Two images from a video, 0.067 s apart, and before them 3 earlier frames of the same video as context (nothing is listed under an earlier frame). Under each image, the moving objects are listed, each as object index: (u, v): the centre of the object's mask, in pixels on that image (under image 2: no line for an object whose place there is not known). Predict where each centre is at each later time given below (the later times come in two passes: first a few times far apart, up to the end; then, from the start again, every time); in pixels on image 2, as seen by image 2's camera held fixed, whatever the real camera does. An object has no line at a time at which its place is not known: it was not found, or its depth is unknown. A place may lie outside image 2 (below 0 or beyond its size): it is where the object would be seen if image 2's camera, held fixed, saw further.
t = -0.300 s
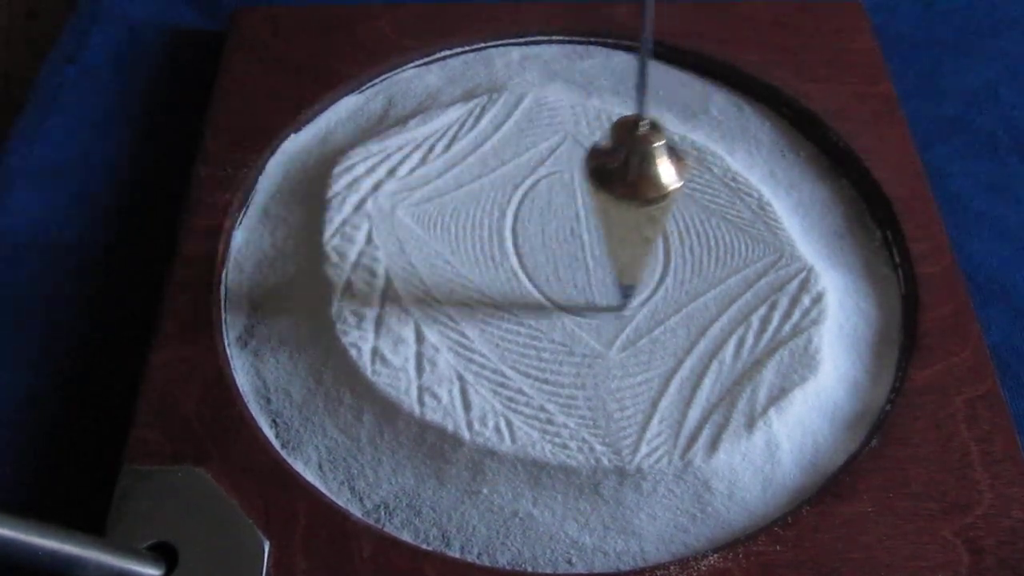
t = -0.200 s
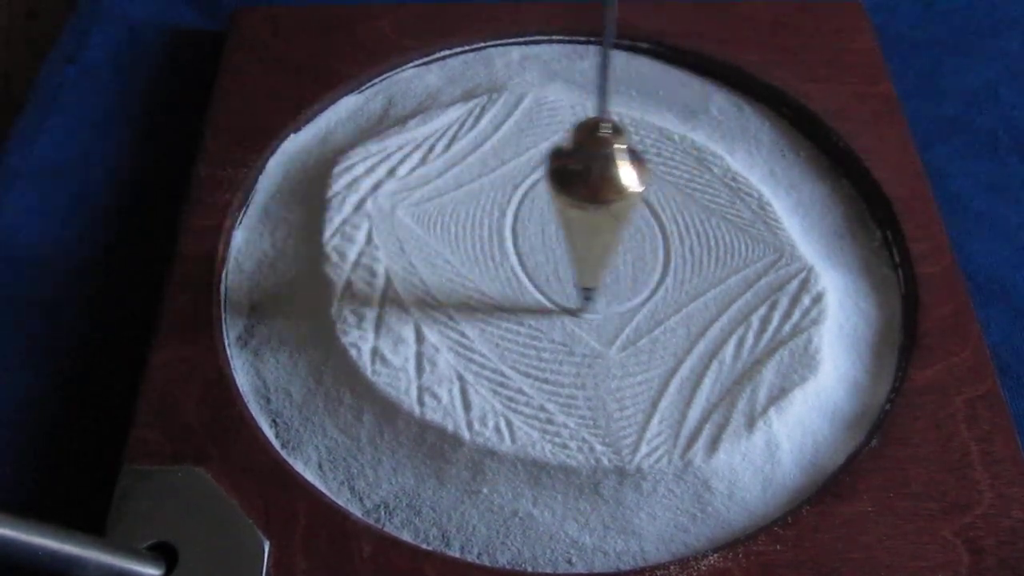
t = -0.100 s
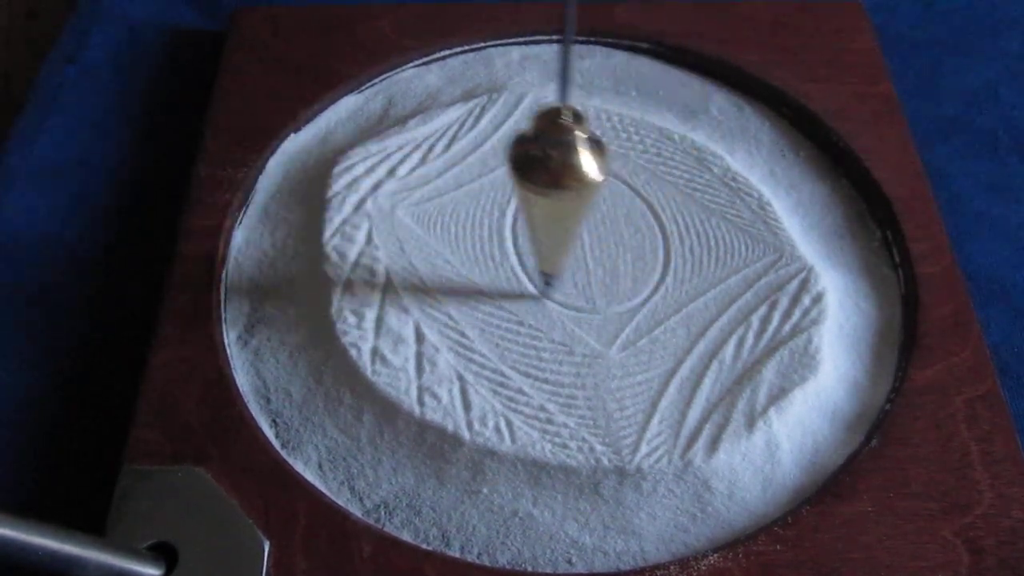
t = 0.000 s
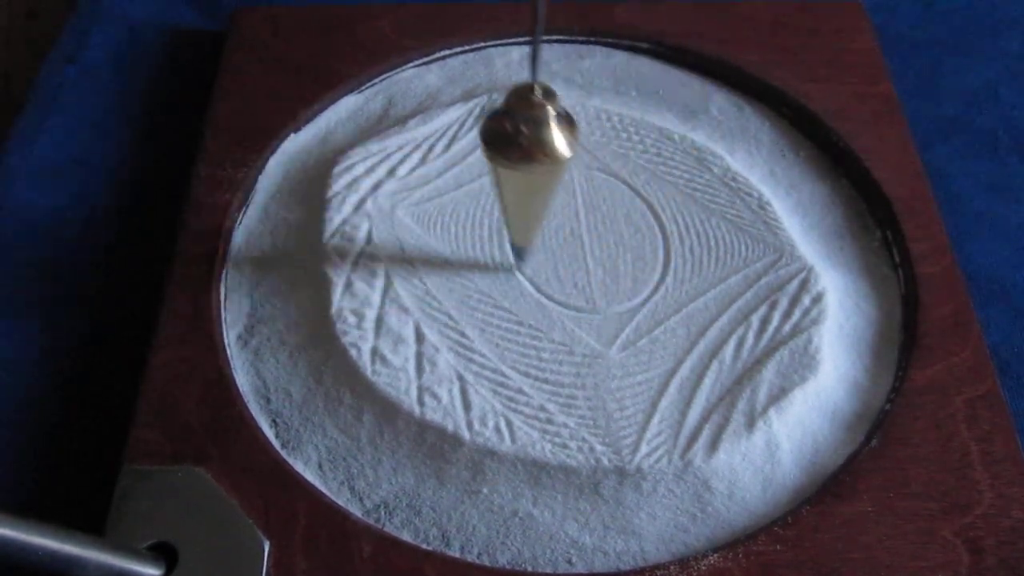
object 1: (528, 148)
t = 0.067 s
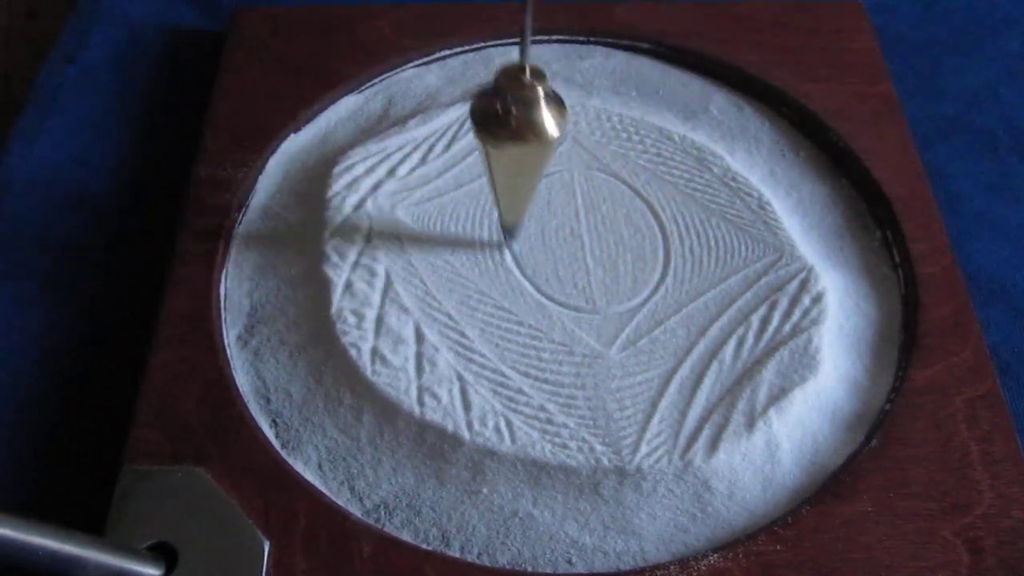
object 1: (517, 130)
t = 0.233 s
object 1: (527, 89)
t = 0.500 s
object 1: (614, 72)
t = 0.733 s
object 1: (675, 118)
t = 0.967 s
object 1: (648, 168)
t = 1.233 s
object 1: (543, 162)
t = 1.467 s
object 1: (512, 105)
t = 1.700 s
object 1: (575, 74)
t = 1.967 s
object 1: (669, 102)
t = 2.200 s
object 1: (670, 155)
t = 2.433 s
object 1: (581, 169)
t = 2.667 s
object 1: (508, 128)
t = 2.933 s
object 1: (548, 81)
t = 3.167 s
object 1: (641, 87)
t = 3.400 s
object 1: (687, 132)
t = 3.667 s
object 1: (613, 168)
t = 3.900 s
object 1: (517, 144)
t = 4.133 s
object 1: (515, 96)
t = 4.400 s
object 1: (615, 83)
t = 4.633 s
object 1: (687, 117)
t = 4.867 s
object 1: (656, 156)
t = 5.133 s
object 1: (537, 152)
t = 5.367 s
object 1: (501, 110)
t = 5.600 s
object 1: (571, 85)
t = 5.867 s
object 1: (677, 104)
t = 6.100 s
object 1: (681, 144)
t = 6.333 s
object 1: (583, 157)
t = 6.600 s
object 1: (496, 123)
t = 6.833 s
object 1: (540, 91)
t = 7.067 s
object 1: (643, 96)
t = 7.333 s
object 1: (695, 133)
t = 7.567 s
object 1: (618, 154)
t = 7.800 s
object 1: (513, 138)
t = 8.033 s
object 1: (505, 103)
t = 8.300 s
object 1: (613, 94)
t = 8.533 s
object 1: (693, 117)
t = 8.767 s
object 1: (665, 143)
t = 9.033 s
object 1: (538, 142)
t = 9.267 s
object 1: (493, 114)
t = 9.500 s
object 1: (564, 97)
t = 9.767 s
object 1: (680, 110)
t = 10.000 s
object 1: (687, 135)
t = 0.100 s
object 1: (515, 120)
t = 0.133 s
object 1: (515, 113)
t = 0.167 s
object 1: (517, 103)
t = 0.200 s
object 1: (521, 95)
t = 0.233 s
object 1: (527, 89)
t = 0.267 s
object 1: (535, 83)
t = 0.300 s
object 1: (544, 76)
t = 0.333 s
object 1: (554, 74)
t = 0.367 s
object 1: (565, 71)
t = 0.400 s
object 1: (577, 69)
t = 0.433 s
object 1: (589, 67)
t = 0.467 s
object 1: (602, 69)
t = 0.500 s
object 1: (614, 72)
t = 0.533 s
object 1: (626, 76)
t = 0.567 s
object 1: (637, 82)
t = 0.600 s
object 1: (648, 87)
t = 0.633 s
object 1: (658, 93)
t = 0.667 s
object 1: (665, 101)
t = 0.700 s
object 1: (671, 109)
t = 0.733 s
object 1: (675, 118)
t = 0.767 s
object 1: (678, 126)
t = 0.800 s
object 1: (679, 136)
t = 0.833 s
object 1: (677, 142)
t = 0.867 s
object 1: (673, 150)
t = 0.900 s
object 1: (666, 157)
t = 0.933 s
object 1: (658, 165)
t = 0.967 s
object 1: (648, 168)
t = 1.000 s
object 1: (636, 172)
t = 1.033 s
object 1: (623, 175)
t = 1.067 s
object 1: (610, 176)
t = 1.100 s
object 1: (595, 177)
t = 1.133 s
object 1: (582, 174)
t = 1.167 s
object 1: (567, 171)
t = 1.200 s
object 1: (554, 166)
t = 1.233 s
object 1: (543, 162)
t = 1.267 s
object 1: (532, 155)
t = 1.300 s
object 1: (524, 145)
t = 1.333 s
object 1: (517, 137)
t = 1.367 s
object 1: (513, 128)
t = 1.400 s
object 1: (510, 121)
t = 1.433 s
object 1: (510, 113)
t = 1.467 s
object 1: (512, 105)
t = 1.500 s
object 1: (516, 96)
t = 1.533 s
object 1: (522, 91)
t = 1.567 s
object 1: (531, 84)
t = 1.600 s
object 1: (540, 80)
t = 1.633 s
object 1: (551, 77)
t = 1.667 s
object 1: (563, 74)
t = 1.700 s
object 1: (575, 74)
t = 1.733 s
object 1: (588, 74)
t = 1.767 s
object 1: (602, 76)
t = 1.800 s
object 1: (614, 76)
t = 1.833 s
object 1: (627, 80)
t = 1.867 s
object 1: (640, 84)
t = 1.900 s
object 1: (651, 89)
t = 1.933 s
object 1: (661, 95)
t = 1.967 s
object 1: (669, 102)
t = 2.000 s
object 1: (676, 109)
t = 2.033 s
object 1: (680, 117)
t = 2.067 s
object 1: (683, 125)
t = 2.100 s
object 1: (683, 133)
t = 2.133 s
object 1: (681, 141)
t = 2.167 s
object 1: (677, 148)
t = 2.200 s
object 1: (670, 155)
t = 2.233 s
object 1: (662, 160)
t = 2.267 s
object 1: (651, 165)
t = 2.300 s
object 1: (639, 167)
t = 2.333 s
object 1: (626, 169)
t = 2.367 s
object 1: (612, 171)
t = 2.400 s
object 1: (596, 171)
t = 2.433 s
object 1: (581, 169)
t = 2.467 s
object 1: (567, 166)
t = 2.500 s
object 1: (553, 164)
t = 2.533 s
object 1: (540, 158)
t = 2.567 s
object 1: (529, 152)
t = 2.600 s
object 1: (520, 144)
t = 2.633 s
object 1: (513, 137)
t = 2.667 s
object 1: (508, 128)
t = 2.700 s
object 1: (506, 122)
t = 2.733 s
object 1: (506, 114)
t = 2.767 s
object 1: (508, 106)
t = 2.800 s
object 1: (512, 99)
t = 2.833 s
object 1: (518, 94)
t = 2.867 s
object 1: (527, 88)
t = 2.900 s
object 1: (537, 85)
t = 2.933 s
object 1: (548, 81)
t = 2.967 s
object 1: (561, 79)
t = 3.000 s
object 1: (574, 76)
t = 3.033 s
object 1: (587, 77)
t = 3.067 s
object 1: (601, 77)
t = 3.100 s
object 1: (615, 79)
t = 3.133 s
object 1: (629, 83)
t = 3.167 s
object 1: (641, 87)
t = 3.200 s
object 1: (653, 91)
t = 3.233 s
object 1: (664, 97)
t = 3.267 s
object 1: (672, 103)
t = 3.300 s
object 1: (679, 110)
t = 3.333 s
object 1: (683, 117)
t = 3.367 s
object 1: (687, 124)
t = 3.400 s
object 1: (687, 132)
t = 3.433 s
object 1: (685, 139)
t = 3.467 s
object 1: (681, 145)
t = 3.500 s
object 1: (674, 151)
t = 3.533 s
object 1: (665, 155)
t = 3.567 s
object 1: (654, 160)
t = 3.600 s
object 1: (641, 163)
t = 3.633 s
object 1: (628, 166)
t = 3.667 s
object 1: (613, 168)
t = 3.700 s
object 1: (597, 168)
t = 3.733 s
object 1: (581, 167)
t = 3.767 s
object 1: (566, 164)
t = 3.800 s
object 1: (551, 160)
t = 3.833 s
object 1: (539, 155)
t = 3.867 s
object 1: (527, 151)
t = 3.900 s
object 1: (517, 144)
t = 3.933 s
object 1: (511, 136)
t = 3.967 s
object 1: (505, 130)
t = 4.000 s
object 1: (502, 122)
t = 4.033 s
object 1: (502, 115)
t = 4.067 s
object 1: (504, 108)
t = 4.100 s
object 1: (508, 103)
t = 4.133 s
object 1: (515, 96)
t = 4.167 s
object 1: (523, 90)
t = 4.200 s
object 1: (534, 86)
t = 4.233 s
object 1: (546, 83)
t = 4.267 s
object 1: (559, 82)
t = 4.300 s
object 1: (572, 81)
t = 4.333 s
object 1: (586, 80)
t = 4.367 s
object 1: (601, 82)
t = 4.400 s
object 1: (615, 83)
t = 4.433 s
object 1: (629, 86)
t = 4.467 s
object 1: (642, 90)
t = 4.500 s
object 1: (655, 94)
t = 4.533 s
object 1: (666, 98)
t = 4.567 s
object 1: (675, 104)
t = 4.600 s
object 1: (682, 110)
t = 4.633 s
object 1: (687, 117)
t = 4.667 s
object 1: (690, 125)
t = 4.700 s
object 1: (690, 131)
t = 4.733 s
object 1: (689, 137)
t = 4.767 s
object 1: (684, 142)
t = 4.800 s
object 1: (678, 146)
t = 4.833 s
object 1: (668, 151)
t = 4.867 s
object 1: (656, 156)
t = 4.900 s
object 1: (643, 160)
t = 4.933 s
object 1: (629, 163)
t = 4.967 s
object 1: (614, 164)
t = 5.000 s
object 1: (598, 163)
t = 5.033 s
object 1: (582, 162)
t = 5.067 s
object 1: (566, 159)
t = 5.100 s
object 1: (551, 156)
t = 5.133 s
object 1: (537, 152)
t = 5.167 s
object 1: (526, 147)
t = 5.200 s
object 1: (515, 143)
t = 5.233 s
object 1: (508, 135)
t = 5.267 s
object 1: (502, 129)
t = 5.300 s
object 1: (499, 122)
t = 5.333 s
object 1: (499, 116)
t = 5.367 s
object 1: (501, 110)
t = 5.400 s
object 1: (505, 104)
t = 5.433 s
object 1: (512, 98)
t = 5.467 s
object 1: (520, 93)
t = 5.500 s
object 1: (530, 89)
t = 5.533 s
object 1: (543, 86)
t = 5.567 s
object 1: (556, 85)
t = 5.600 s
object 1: (571, 85)
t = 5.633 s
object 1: (585, 84)
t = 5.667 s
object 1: (600, 85)
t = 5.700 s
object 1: (614, 87)
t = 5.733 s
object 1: (629, 89)
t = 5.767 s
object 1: (643, 91)
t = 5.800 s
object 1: (656, 95)
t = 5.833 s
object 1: (668, 99)
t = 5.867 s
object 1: (677, 104)
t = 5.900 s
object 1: (685, 111)
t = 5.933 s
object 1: (690, 117)
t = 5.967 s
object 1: (693, 124)
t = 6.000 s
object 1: (694, 129)
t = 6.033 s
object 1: (692, 134)
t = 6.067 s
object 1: (687, 139)
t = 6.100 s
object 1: (681, 144)
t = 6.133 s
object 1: (671, 147)
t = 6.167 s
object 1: (659, 153)
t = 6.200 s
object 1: (646, 154)
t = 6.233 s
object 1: (632, 157)
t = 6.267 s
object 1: (616, 159)
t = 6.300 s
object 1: (599, 158)
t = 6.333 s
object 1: (583, 157)
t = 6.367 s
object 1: (566, 155)
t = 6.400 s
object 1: (551, 153)
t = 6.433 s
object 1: (537, 148)
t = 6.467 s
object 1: (525, 144)
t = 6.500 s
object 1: (514, 139)
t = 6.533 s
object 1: (506, 134)
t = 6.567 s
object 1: (500, 128)
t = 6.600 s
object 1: (496, 123)
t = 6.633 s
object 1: (496, 116)
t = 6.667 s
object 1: (497, 111)
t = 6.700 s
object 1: (502, 104)
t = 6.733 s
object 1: (508, 101)
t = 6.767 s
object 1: (517, 96)
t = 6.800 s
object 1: (528, 93)
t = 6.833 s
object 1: (540, 91)
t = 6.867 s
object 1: (554, 89)
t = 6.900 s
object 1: (568, 88)
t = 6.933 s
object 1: (584, 88)
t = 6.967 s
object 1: (599, 89)
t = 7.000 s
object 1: (614, 90)
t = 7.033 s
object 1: (629, 92)
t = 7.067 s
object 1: (643, 96)
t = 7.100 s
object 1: (657, 99)
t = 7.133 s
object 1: (669, 102)
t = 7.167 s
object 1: (679, 106)
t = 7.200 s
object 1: (687, 112)
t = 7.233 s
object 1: (692, 117)
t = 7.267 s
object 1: (696, 123)
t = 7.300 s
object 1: (697, 129)
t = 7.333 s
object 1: (695, 133)
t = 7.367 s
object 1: (690, 138)
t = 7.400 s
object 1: (684, 140)
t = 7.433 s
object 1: (673, 146)
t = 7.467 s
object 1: (662, 148)
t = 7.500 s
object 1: (648, 151)
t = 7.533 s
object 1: (634, 155)
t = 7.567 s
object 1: (618, 154)
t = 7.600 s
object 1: (601, 154)
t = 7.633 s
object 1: (583, 153)
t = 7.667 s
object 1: (568, 152)
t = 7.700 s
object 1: (552, 149)
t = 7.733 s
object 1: (537, 146)
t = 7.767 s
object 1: (524, 141)
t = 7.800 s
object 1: (513, 138)
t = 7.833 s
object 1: (504, 133)
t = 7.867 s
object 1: (498, 127)
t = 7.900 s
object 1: (494, 123)
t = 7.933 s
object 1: (493, 117)
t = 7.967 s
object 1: (495, 112)
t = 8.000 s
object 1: (499, 107)
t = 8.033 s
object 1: (505, 103)
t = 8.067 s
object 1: (514, 100)
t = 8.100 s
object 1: (525, 96)
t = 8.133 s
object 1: (537, 95)
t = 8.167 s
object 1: (551, 93)
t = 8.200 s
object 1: (565, 93)
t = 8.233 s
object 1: (581, 92)
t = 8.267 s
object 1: (597, 93)
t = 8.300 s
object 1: (613, 94)
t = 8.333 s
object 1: (629, 97)
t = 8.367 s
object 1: (643, 99)
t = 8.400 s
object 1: (657, 101)
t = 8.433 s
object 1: (669, 104)
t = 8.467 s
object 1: (679, 108)
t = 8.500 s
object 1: (688, 113)
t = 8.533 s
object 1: (693, 117)
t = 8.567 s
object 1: (697, 123)
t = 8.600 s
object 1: (698, 128)
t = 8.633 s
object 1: (697, 132)
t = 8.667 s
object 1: (693, 135)
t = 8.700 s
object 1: (686, 138)
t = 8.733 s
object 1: (676, 140)
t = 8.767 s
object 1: (665, 143)
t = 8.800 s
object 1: (650, 147)
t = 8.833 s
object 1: (635, 150)
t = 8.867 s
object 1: (619, 150)
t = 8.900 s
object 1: (603, 150)
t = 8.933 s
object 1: (586, 149)
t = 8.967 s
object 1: (569, 148)
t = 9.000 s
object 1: (553, 144)
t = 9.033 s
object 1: (538, 142)
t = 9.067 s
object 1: (524, 139)
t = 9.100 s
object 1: (513, 134)
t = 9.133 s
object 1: (503, 132)
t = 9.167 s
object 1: (497, 126)
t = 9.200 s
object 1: (493, 122)
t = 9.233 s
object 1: (492, 118)
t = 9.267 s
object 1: (493, 114)
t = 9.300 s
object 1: (497, 110)
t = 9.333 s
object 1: (503, 106)
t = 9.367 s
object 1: (512, 103)
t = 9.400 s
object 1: (522, 99)
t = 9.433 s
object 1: (534, 99)
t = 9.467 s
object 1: (549, 97)
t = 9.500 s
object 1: (564, 97)
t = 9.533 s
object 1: (580, 96)
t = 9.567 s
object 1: (596, 97)
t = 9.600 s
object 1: (612, 98)
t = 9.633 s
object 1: (627, 100)
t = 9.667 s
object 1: (642, 101)
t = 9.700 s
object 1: (657, 104)
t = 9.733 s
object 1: (669, 106)
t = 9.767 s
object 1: (680, 110)
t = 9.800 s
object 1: (689, 114)
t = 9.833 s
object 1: (695, 118)
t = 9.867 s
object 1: (698, 124)
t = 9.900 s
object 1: (700, 128)
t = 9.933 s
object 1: (698, 132)
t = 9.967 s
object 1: (694, 134)
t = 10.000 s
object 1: (687, 135)
